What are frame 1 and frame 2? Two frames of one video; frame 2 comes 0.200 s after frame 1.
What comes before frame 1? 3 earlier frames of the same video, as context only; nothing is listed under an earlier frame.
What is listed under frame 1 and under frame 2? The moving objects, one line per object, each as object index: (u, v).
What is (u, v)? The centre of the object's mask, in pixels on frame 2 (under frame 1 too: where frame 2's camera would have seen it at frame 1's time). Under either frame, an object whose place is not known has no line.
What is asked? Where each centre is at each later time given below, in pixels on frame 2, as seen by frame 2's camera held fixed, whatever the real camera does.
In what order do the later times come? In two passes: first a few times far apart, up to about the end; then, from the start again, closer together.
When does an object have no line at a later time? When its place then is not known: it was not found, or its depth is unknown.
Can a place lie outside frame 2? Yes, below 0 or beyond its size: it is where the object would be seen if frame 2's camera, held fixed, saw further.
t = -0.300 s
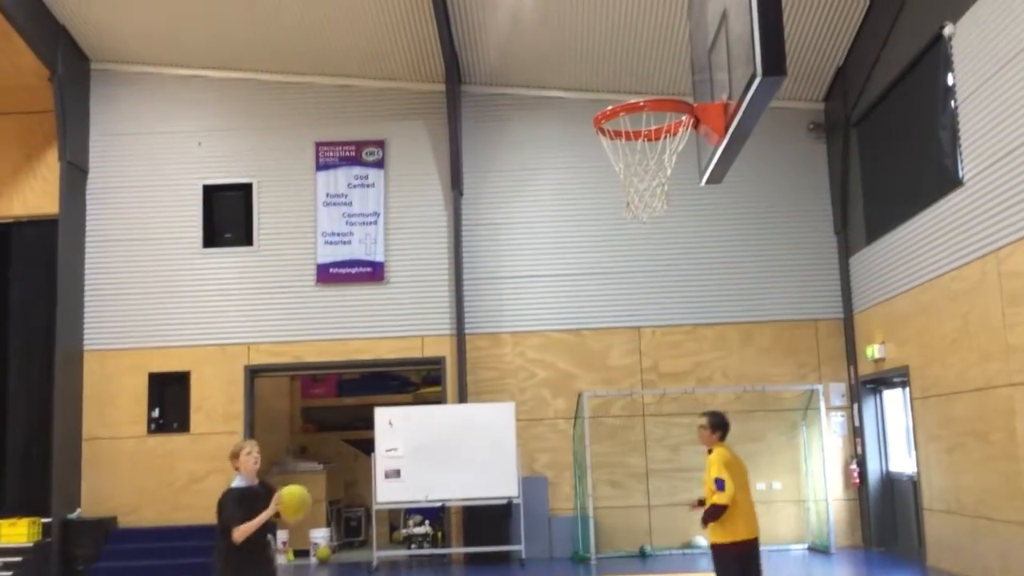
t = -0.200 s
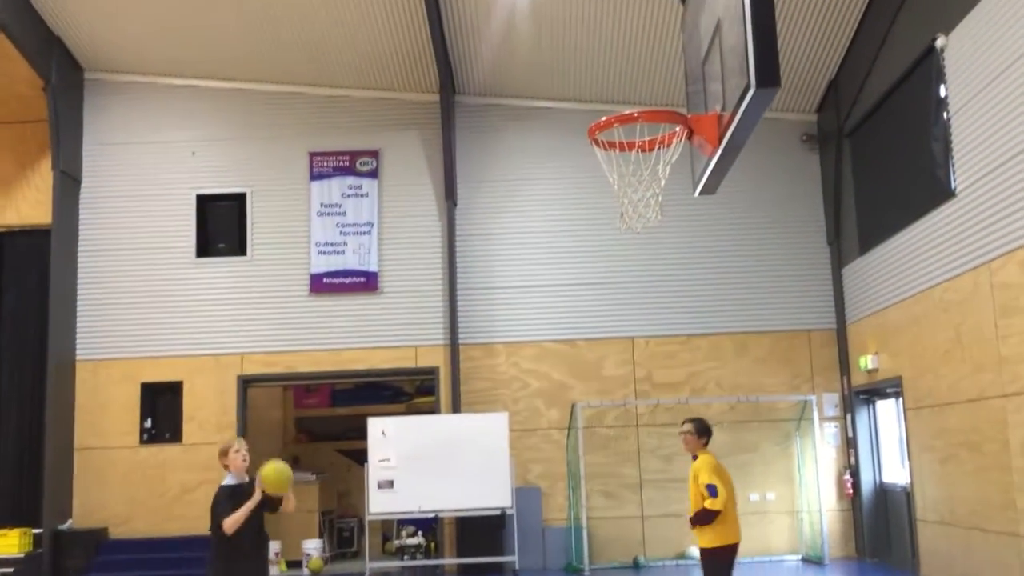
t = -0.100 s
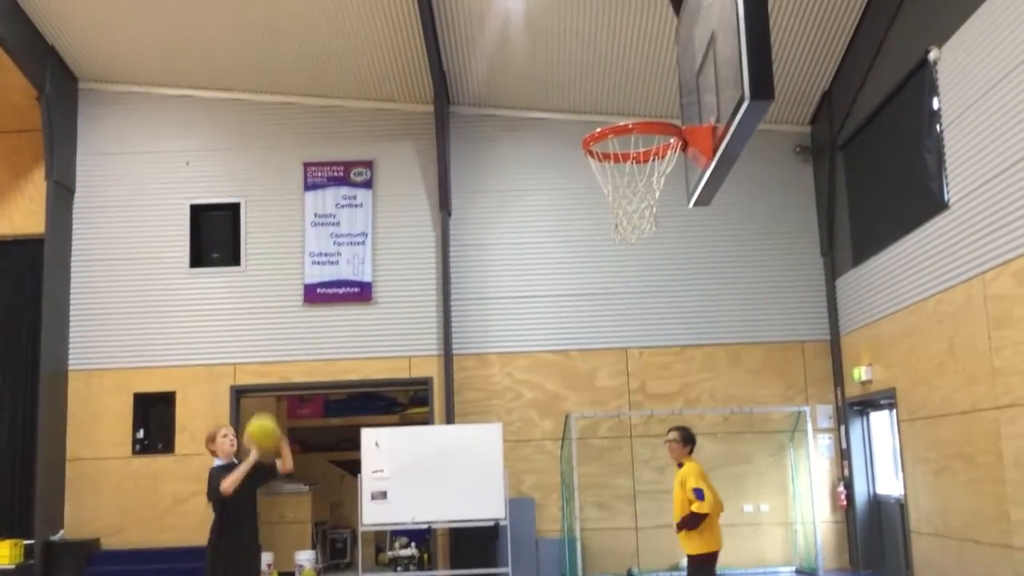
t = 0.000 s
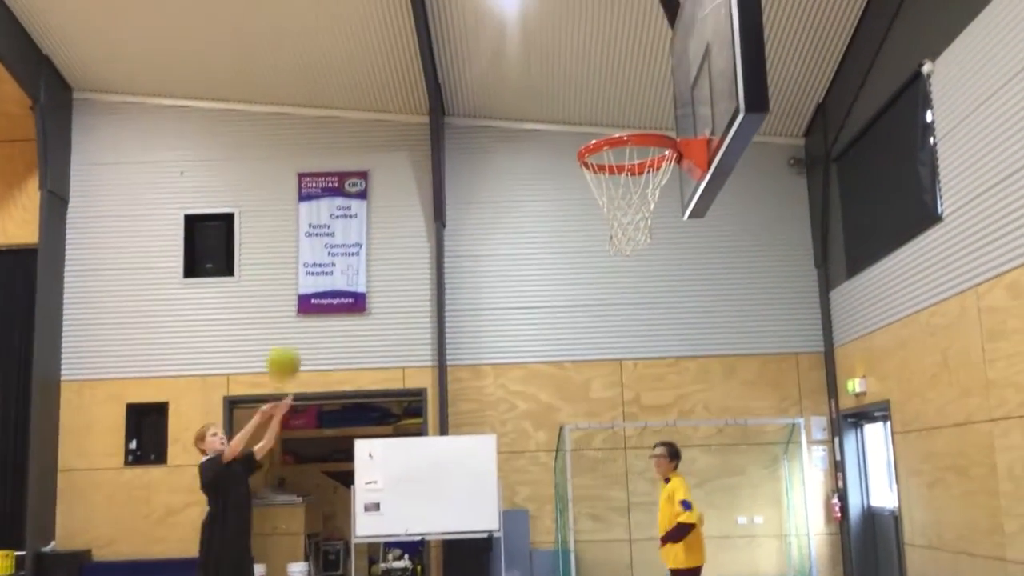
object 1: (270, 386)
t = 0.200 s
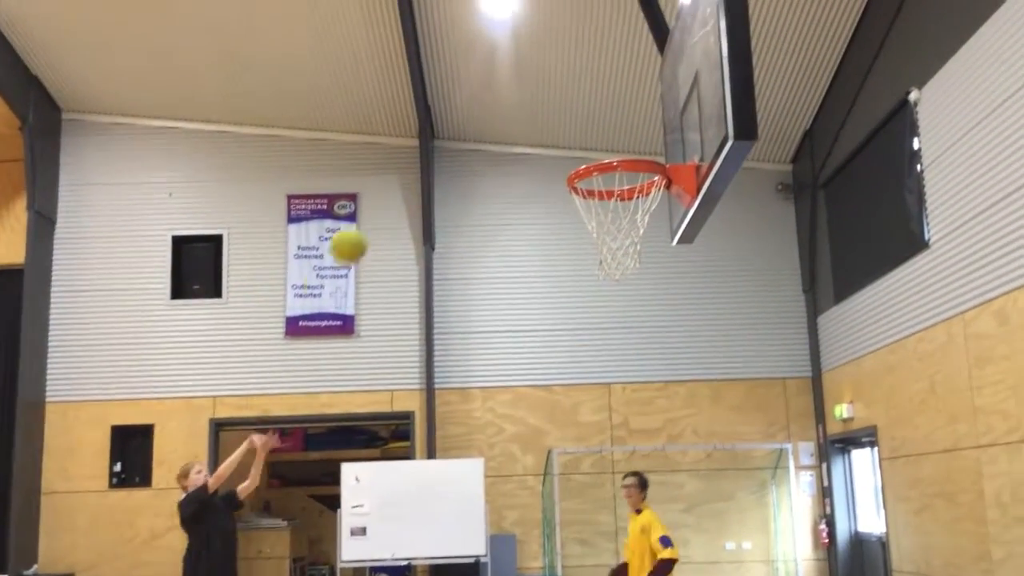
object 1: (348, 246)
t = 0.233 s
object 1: (362, 228)
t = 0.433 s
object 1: (447, 154)
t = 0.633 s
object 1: (546, 141)
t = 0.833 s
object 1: (639, 201)
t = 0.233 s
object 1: (362, 228)
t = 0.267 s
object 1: (375, 211)
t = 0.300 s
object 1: (389, 197)
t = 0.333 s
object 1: (404, 183)
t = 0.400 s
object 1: (432, 162)
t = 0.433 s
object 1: (447, 154)
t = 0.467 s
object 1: (463, 148)
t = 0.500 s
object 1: (479, 144)
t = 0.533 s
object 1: (495, 140)
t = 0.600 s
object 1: (528, 138)
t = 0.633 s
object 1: (546, 141)
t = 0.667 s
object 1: (564, 145)
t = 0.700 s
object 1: (581, 149)
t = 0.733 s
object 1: (599, 153)
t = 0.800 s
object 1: (638, 190)
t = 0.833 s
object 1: (639, 201)
